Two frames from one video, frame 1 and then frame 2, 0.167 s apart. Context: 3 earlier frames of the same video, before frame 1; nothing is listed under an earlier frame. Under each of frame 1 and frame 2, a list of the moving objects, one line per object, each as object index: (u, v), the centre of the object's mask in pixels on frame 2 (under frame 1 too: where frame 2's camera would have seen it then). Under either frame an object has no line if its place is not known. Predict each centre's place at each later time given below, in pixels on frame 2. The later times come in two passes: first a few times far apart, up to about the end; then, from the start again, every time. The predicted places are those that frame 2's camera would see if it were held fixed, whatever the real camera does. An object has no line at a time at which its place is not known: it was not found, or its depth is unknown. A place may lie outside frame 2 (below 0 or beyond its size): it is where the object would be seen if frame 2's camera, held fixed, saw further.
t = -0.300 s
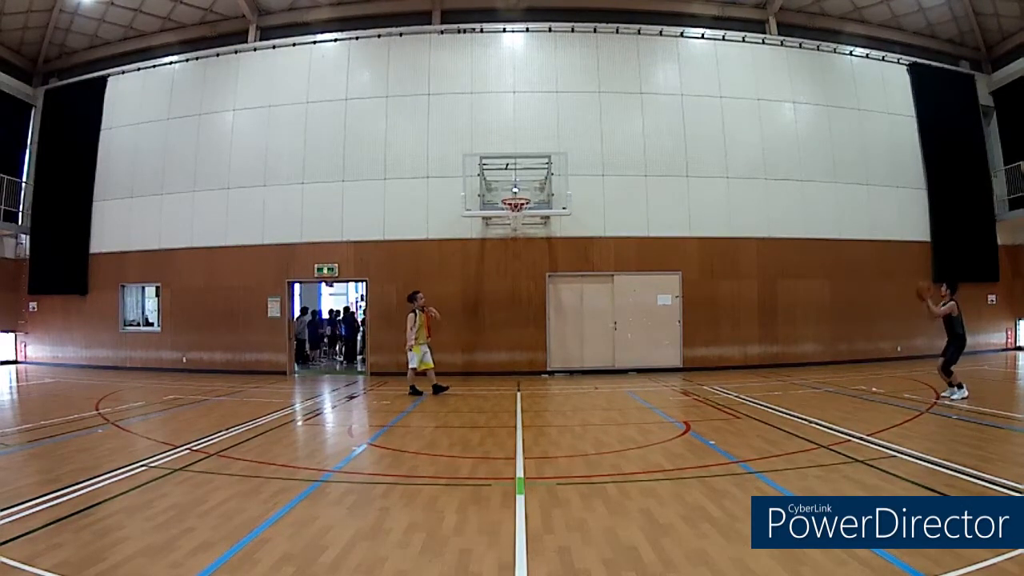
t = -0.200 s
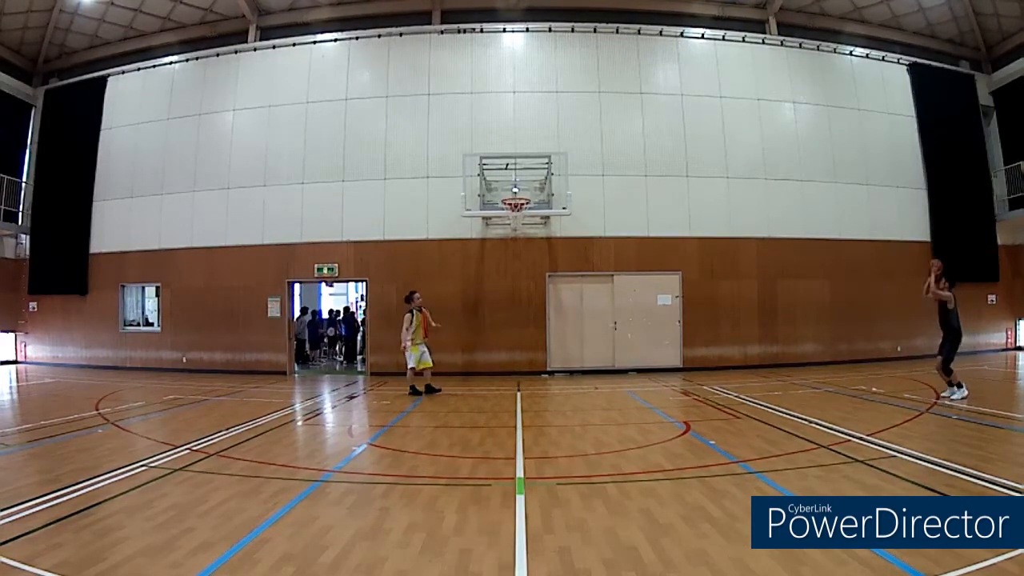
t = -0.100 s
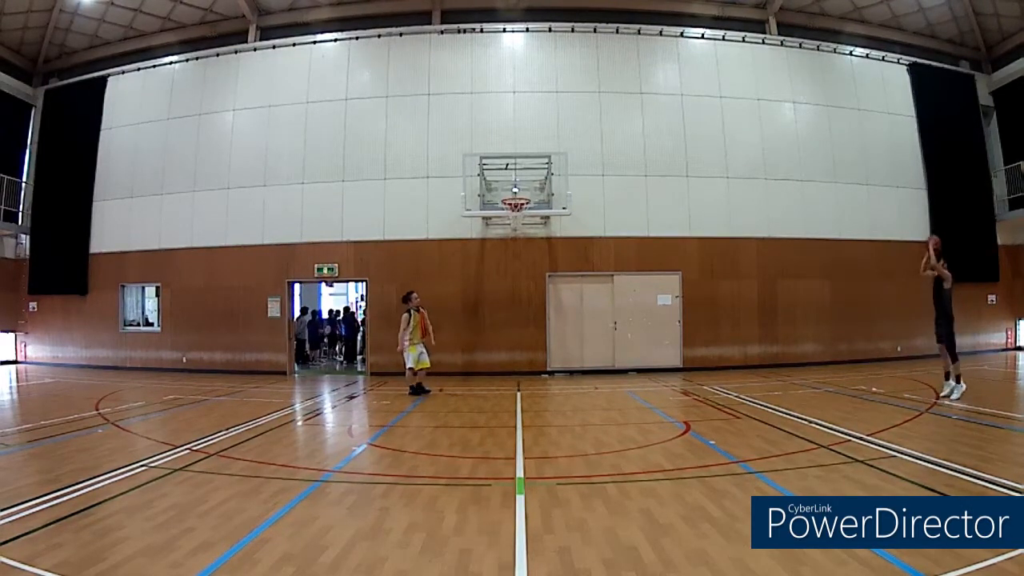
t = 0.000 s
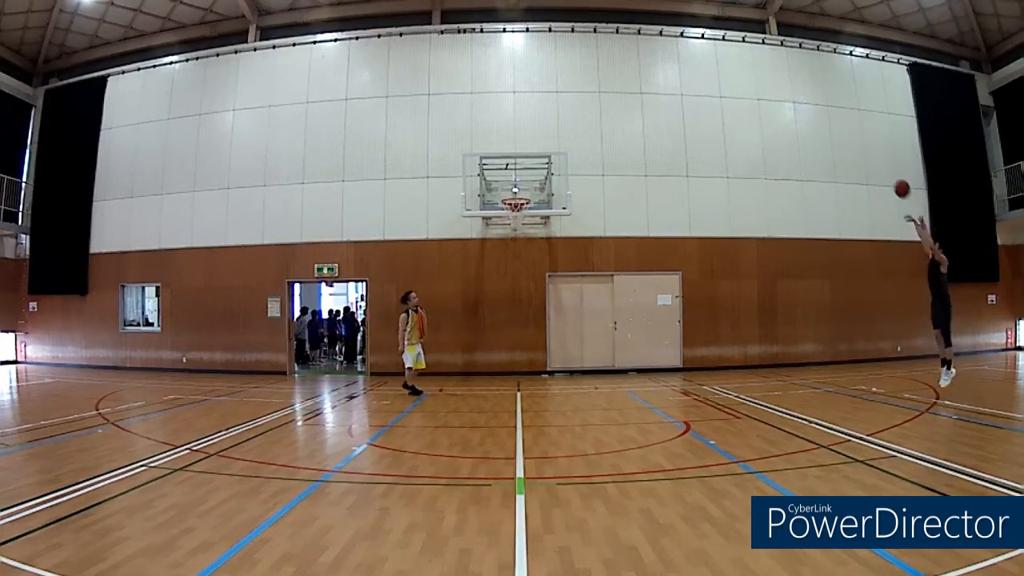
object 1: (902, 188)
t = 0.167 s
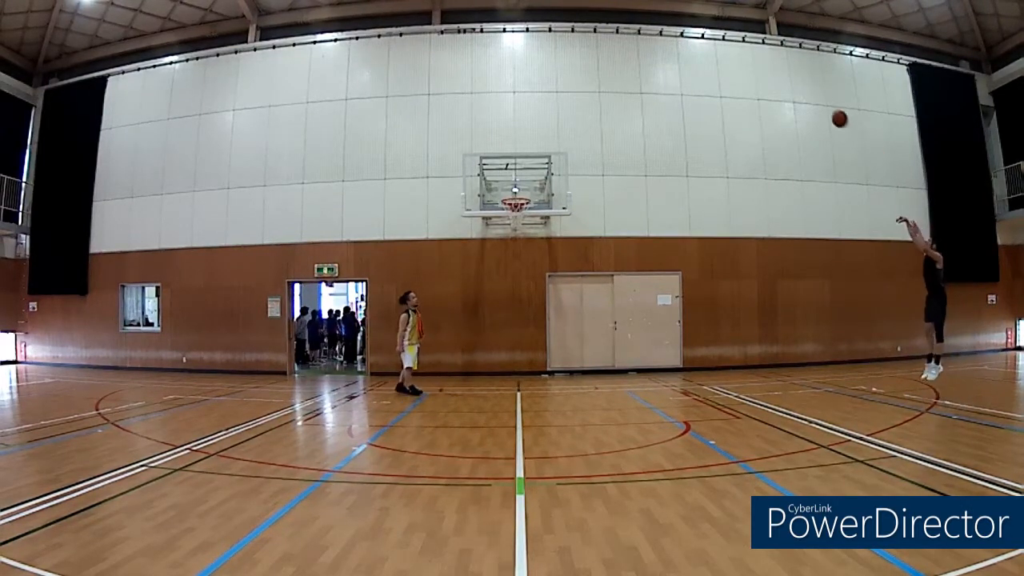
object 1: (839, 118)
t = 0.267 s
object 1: (804, 90)
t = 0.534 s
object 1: (721, 53)
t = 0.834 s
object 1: (643, 67)
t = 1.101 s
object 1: (581, 122)
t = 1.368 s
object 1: (530, 212)
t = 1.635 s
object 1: (510, 321)
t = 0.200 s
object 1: (827, 108)
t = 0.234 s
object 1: (816, 98)
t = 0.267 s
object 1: (804, 90)
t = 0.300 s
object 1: (793, 82)
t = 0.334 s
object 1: (782, 75)
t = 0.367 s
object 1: (771, 70)
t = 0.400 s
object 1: (761, 65)
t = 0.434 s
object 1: (751, 61)
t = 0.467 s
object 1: (741, 57)
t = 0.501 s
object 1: (731, 55)
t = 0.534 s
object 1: (721, 53)
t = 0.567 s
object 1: (716, 52)
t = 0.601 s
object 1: (707, 51)
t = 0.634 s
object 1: (698, 51)
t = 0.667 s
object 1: (689, 52)
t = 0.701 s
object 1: (680, 53)
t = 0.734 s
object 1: (672, 55)
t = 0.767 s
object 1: (663, 58)
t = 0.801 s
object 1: (655, 61)
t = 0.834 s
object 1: (643, 67)
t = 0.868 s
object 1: (635, 72)
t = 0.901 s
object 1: (627, 77)
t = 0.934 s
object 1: (619, 83)
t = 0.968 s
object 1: (611, 90)
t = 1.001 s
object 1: (604, 97)
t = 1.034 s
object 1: (596, 105)
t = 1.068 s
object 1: (589, 113)
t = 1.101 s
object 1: (581, 122)
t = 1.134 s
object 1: (574, 132)
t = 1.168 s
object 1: (567, 142)
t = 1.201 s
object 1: (560, 153)
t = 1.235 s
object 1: (553, 164)
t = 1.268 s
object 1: (546, 176)
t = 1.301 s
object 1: (540, 188)
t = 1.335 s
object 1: (532, 201)
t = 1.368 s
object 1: (530, 212)
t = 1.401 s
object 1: (527, 225)
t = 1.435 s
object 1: (525, 237)
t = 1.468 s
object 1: (524, 246)
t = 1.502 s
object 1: (521, 259)
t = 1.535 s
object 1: (518, 273)
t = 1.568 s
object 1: (516, 288)
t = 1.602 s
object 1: (514, 305)
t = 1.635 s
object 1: (510, 321)
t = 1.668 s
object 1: (508, 337)
